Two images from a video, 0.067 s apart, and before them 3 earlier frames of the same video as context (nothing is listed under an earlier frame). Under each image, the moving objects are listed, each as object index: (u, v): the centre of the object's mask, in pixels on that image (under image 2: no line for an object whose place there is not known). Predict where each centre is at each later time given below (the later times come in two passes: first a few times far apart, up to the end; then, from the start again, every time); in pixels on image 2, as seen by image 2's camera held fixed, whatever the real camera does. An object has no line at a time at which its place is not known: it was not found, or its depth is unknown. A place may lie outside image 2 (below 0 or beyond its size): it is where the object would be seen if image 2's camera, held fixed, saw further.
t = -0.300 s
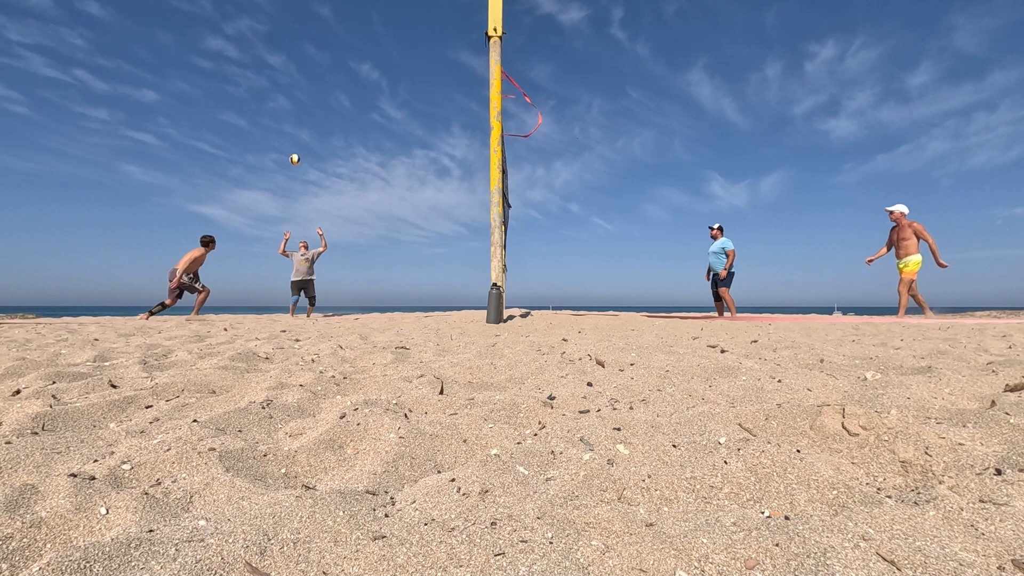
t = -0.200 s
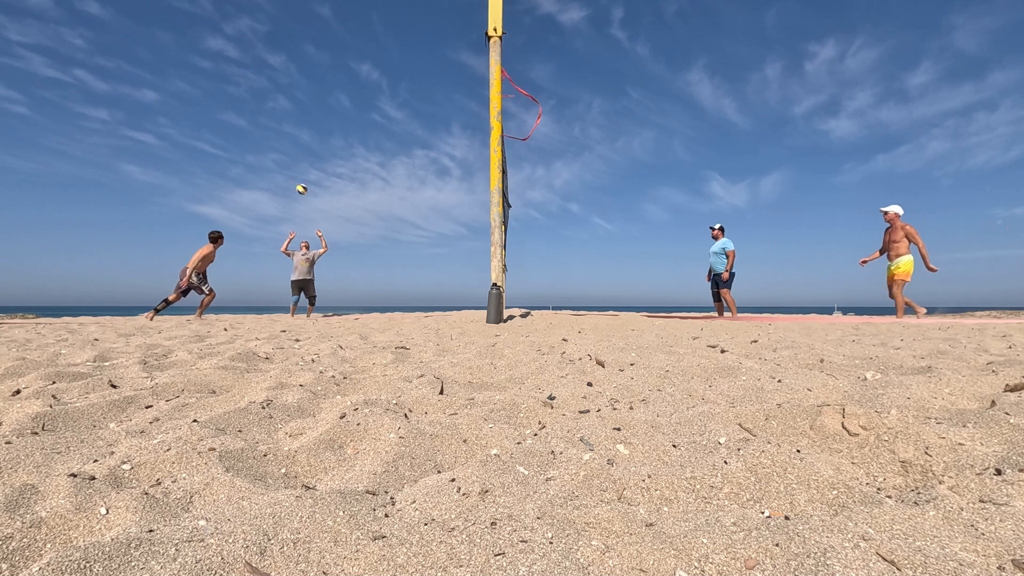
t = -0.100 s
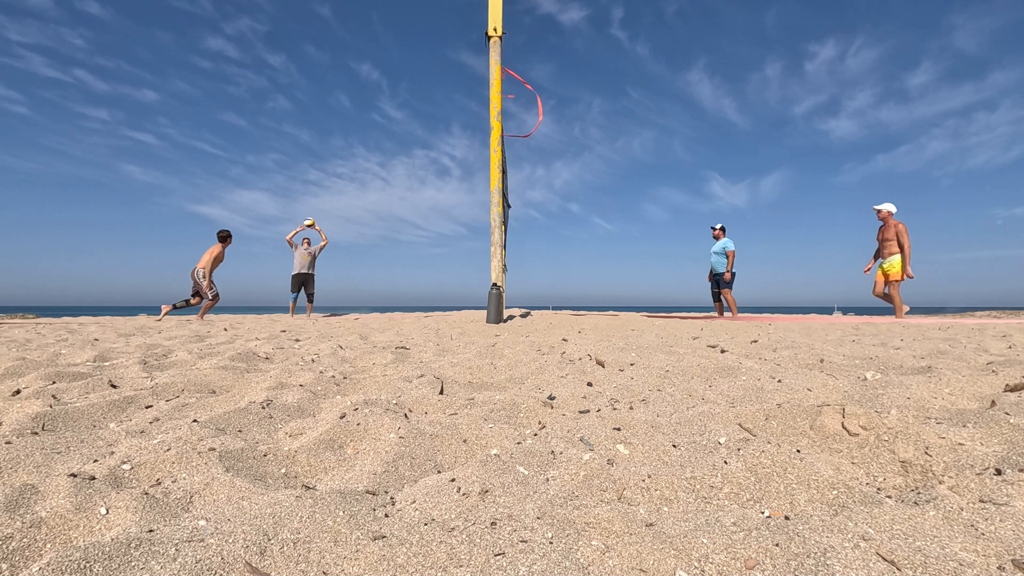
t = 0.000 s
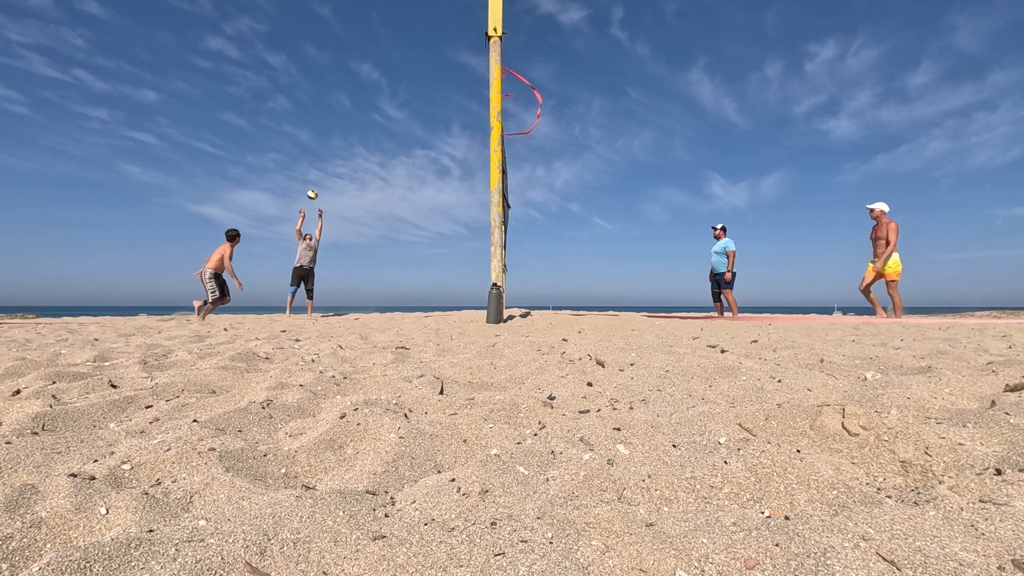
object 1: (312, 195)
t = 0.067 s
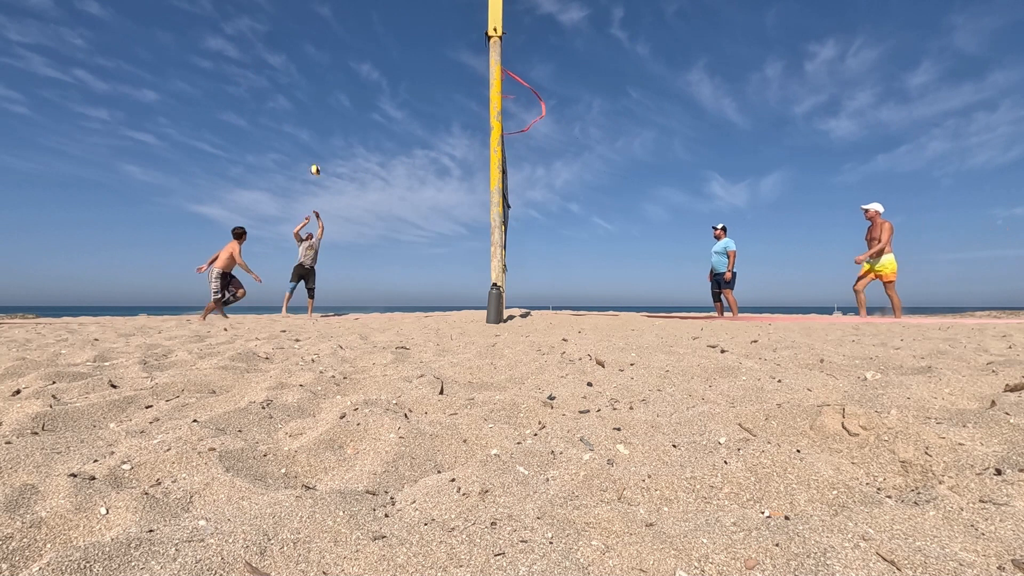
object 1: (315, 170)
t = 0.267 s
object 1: (326, 106)
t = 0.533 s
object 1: (343, 46)
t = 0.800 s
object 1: (363, 18)
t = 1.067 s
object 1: (386, 28)
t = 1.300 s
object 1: (409, 72)
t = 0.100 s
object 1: (317, 158)
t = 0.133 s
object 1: (318, 147)
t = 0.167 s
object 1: (320, 136)
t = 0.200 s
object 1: (322, 125)
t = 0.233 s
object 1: (324, 115)
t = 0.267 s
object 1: (326, 106)
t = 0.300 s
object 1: (328, 97)
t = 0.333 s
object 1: (330, 88)
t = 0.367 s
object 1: (332, 80)
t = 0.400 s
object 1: (334, 72)
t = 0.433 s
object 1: (336, 65)
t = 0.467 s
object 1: (338, 58)
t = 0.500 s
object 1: (341, 52)
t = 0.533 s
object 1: (343, 46)
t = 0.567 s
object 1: (345, 40)
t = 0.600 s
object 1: (348, 36)
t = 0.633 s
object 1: (350, 31)
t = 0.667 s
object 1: (353, 28)
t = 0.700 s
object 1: (355, 24)
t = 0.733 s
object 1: (358, 22)
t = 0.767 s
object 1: (360, 20)
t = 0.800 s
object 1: (363, 18)
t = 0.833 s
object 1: (366, 17)
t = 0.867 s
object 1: (368, 17)
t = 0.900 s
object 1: (371, 17)
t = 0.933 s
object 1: (374, 18)
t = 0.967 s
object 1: (377, 19)
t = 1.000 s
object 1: (380, 21)
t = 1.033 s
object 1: (383, 24)
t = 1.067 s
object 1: (386, 28)
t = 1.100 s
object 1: (389, 32)
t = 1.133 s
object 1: (392, 37)
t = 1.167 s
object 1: (395, 42)
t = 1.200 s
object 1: (399, 49)
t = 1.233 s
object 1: (402, 56)
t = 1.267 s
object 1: (406, 64)
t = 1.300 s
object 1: (409, 72)
